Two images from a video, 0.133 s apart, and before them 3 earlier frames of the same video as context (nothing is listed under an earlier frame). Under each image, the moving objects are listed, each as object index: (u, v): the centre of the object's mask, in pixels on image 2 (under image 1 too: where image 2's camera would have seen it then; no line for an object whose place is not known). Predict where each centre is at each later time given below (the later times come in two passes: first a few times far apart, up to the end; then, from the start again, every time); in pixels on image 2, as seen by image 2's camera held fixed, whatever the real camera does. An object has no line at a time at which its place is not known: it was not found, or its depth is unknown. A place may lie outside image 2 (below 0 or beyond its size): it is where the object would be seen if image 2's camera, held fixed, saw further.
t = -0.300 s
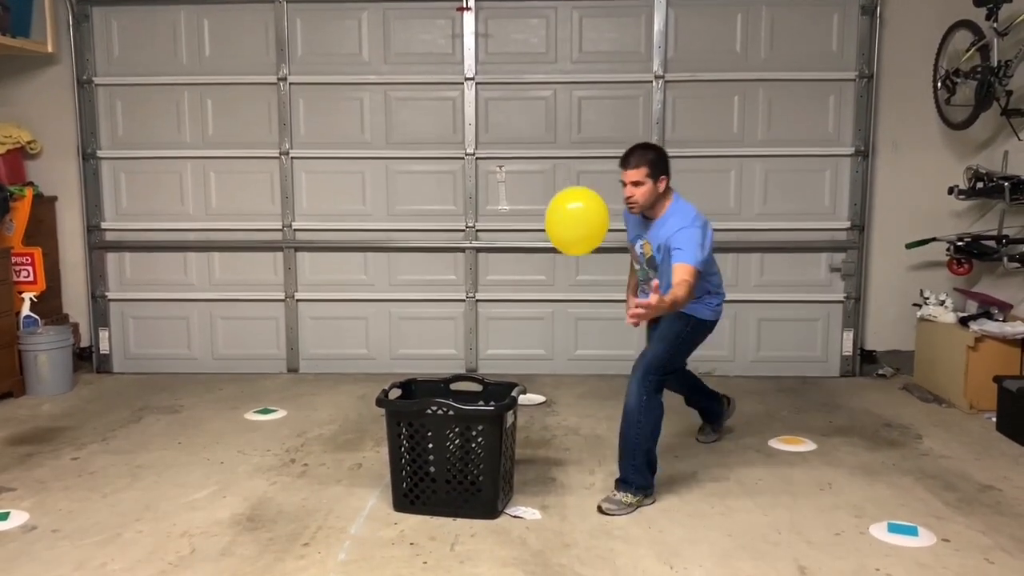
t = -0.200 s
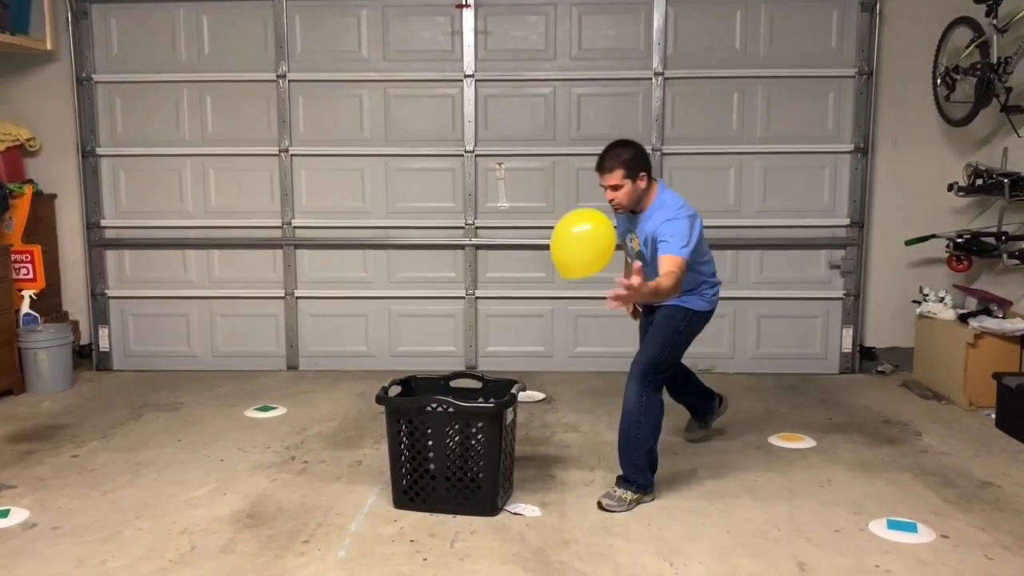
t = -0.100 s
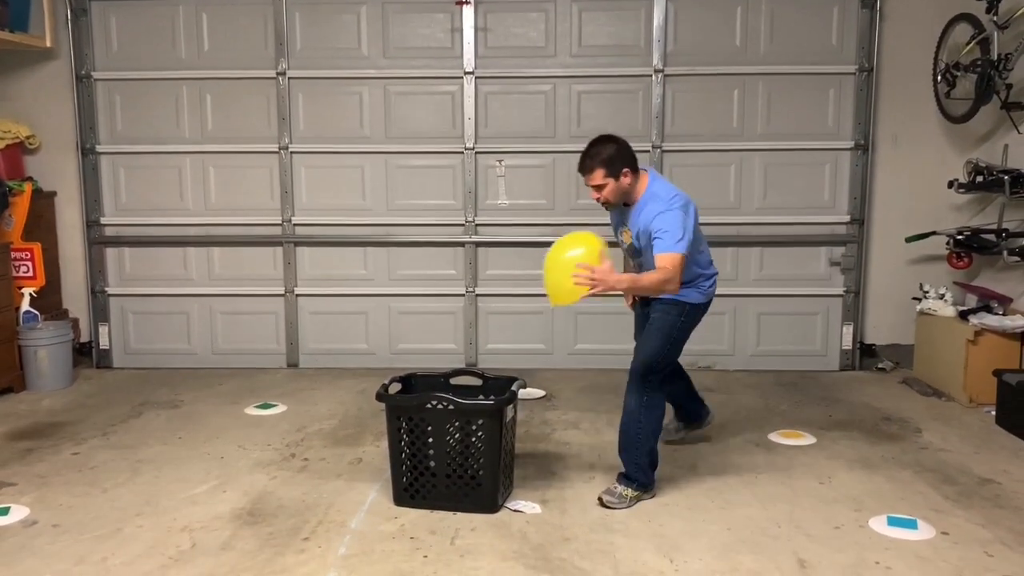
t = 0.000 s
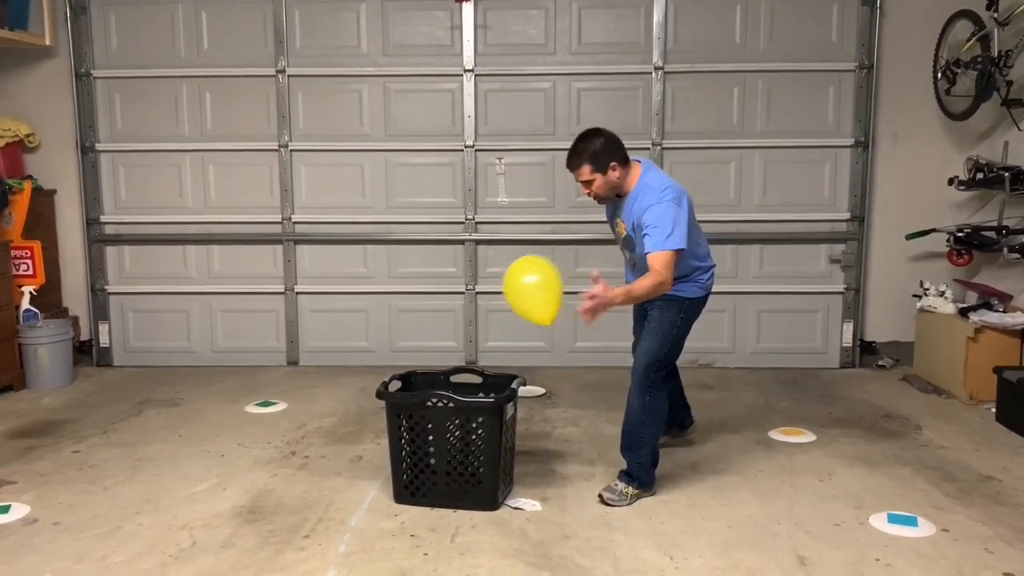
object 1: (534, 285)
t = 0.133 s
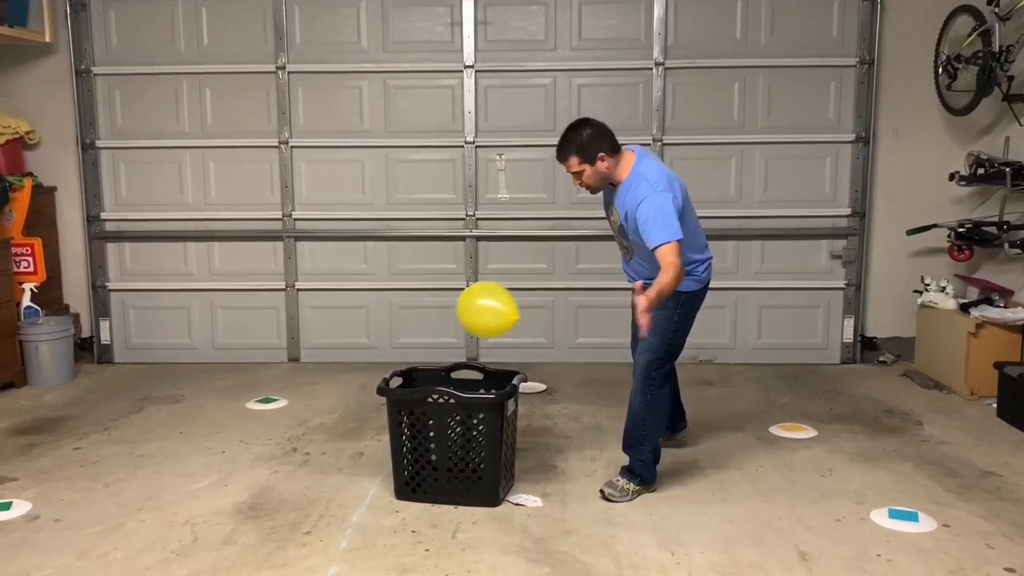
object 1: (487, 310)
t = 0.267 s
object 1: (448, 329)
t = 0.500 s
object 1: (397, 341)
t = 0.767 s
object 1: (358, 359)
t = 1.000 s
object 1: (334, 388)
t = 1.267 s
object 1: (309, 439)
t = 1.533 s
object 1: (301, 420)
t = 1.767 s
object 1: (294, 423)
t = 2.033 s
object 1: (284, 427)
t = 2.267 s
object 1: (275, 423)
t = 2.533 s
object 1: (267, 420)
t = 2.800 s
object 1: (257, 420)
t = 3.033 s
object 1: (246, 422)
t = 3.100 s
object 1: (242, 423)
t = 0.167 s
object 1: (477, 315)
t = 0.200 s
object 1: (467, 320)
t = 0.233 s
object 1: (457, 325)
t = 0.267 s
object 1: (448, 329)
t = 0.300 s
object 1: (440, 333)
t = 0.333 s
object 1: (431, 336)
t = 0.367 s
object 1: (424, 340)
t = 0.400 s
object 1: (416, 340)
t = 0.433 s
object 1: (410, 340)
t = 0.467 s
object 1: (403, 340)
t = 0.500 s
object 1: (397, 341)
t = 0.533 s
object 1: (390, 342)
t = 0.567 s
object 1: (385, 343)
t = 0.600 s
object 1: (380, 345)
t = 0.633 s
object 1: (376, 347)
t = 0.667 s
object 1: (371, 350)
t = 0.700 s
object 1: (367, 353)
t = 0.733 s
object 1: (362, 356)
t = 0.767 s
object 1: (358, 359)
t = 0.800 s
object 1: (355, 363)
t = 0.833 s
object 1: (351, 366)
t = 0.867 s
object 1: (348, 370)
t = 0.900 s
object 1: (344, 374)
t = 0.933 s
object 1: (341, 379)
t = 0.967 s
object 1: (337, 384)
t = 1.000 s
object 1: (334, 388)
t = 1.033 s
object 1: (331, 393)
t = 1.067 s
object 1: (327, 399)
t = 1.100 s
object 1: (324, 405)
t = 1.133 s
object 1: (320, 412)
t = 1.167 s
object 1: (317, 418)
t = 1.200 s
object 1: (314, 425)
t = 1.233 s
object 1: (311, 433)
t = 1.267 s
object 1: (309, 439)
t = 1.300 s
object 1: (308, 437)
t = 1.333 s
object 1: (307, 433)
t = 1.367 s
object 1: (306, 429)
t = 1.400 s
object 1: (305, 427)
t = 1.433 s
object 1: (304, 424)
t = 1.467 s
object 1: (303, 422)
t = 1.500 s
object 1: (302, 421)
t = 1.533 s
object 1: (301, 420)
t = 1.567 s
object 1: (300, 419)
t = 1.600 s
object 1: (299, 419)
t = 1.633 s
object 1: (298, 419)
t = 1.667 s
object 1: (297, 420)
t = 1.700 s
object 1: (296, 420)
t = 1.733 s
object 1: (295, 422)
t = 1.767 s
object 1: (294, 423)
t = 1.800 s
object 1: (293, 424)
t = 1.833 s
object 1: (292, 425)
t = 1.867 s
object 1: (291, 425)
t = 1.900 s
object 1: (289, 426)
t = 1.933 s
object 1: (288, 427)
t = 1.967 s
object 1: (287, 427)
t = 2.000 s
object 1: (285, 427)
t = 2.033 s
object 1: (284, 427)
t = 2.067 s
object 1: (282, 426)
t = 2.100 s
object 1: (281, 425)
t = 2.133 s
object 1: (280, 425)
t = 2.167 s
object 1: (278, 424)
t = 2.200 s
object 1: (277, 424)
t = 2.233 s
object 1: (276, 423)
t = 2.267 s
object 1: (275, 423)
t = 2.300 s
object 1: (274, 422)
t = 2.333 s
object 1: (273, 422)
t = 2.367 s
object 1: (272, 421)
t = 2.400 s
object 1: (271, 421)
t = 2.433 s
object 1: (270, 420)
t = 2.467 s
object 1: (269, 420)
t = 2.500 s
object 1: (268, 420)
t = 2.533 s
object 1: (267, 420)
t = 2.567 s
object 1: (266, 419)
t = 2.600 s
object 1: (265, 419)
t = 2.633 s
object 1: (264, 419)
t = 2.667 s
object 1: (262, 419)
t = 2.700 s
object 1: (261, 420)
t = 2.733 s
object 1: (260, 420)
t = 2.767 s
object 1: (259, 420)
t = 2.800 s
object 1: (257, 420)
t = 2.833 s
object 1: (256, 420)
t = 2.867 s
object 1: (254, 420)
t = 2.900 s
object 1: (253, 421)
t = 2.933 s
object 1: (251, 421)
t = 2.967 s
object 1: (250, 421)
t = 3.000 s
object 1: (248, 422)
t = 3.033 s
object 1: (246, 422)
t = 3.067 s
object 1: (244, 422)
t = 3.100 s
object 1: (242, 423)
